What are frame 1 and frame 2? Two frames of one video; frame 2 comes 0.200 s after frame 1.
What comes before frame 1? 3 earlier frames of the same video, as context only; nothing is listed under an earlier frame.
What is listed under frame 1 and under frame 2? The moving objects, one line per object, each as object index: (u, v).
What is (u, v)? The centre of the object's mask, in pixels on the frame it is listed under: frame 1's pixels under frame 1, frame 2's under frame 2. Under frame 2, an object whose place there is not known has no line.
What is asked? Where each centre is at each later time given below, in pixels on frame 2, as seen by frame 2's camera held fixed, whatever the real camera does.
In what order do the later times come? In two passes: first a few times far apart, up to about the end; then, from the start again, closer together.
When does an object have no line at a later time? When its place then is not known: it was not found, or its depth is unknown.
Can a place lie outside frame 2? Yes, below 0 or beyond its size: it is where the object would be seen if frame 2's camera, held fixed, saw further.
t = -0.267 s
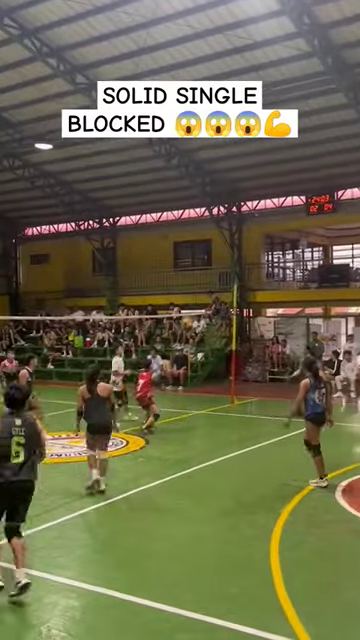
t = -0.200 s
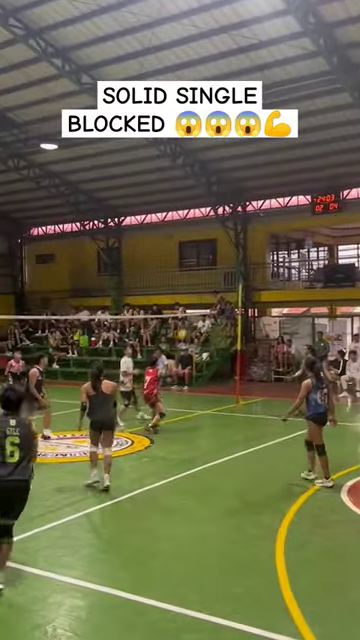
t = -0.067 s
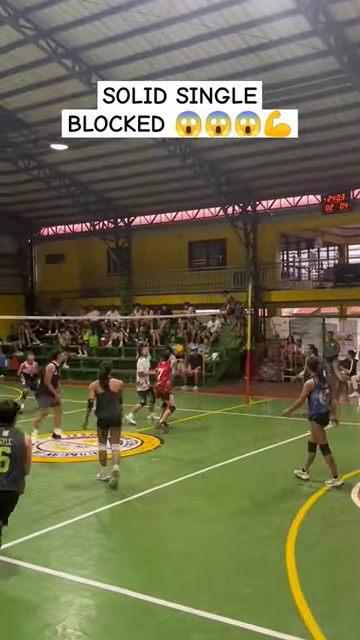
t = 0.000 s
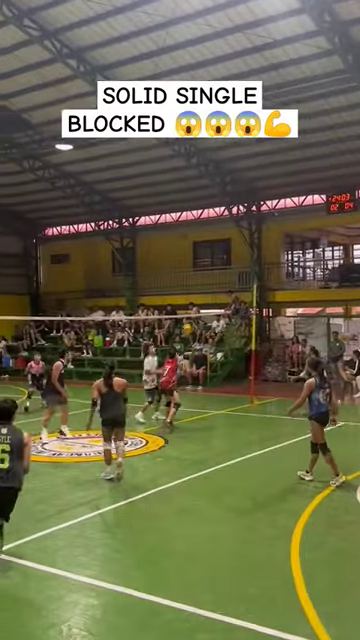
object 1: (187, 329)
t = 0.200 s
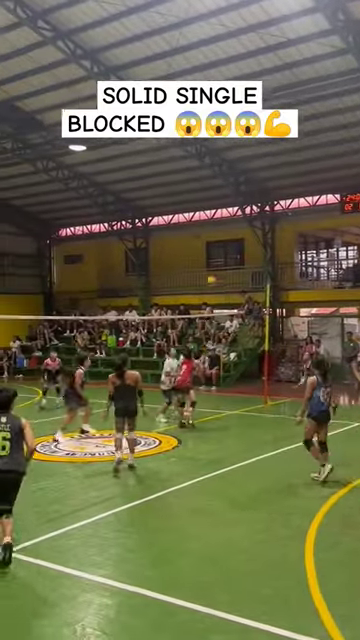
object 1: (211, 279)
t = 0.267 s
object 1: (214, 268)
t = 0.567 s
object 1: (229, 244)
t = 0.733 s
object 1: (237, 248)
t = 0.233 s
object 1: (212, 274)
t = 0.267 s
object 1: (214, 268)
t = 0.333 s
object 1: (218, 260)
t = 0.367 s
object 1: (219, 256)
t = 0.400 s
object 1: (221, 252)
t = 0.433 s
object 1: (222, 250)
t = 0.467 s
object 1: (224, 248)
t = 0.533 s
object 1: (227, 244)
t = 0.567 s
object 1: (229, 244)
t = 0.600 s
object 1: (231, 244)
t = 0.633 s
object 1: (232, 244)
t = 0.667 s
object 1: (234, 245)
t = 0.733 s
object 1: (237, 248)
